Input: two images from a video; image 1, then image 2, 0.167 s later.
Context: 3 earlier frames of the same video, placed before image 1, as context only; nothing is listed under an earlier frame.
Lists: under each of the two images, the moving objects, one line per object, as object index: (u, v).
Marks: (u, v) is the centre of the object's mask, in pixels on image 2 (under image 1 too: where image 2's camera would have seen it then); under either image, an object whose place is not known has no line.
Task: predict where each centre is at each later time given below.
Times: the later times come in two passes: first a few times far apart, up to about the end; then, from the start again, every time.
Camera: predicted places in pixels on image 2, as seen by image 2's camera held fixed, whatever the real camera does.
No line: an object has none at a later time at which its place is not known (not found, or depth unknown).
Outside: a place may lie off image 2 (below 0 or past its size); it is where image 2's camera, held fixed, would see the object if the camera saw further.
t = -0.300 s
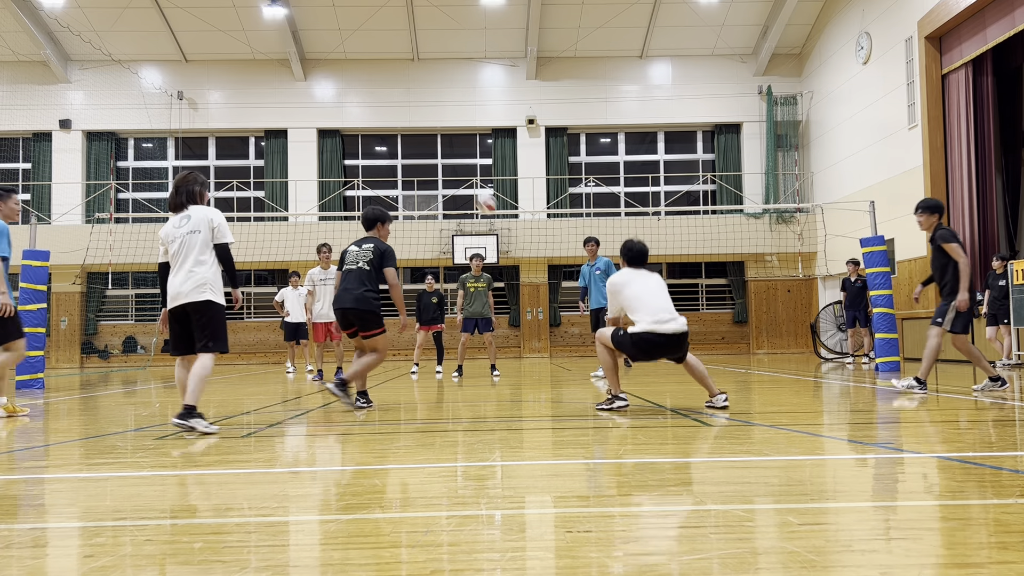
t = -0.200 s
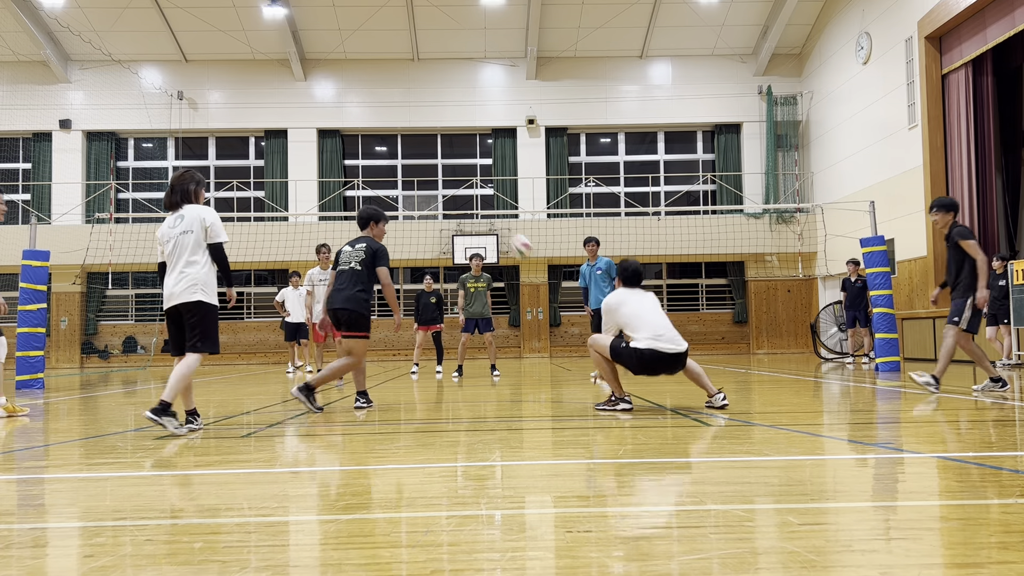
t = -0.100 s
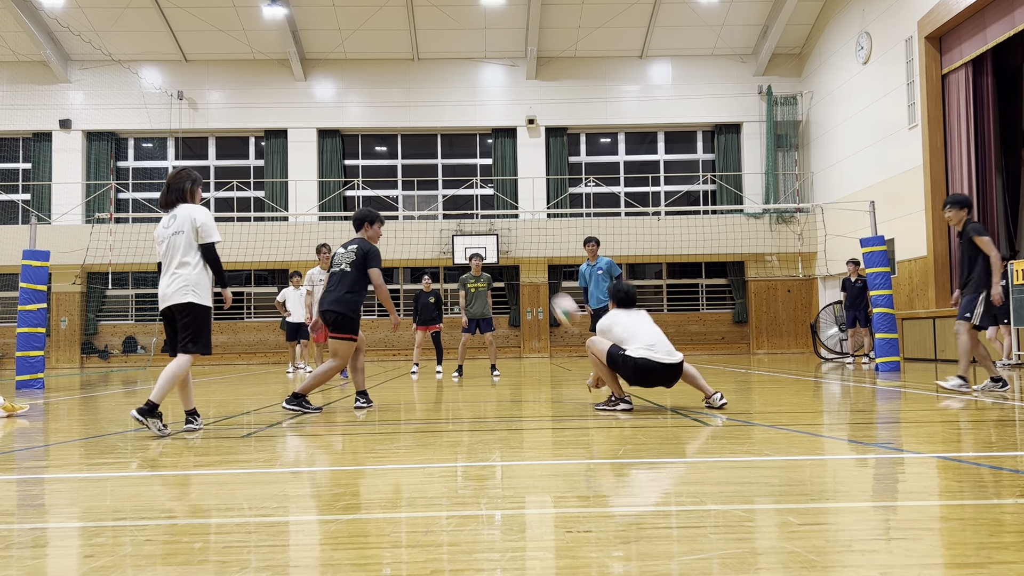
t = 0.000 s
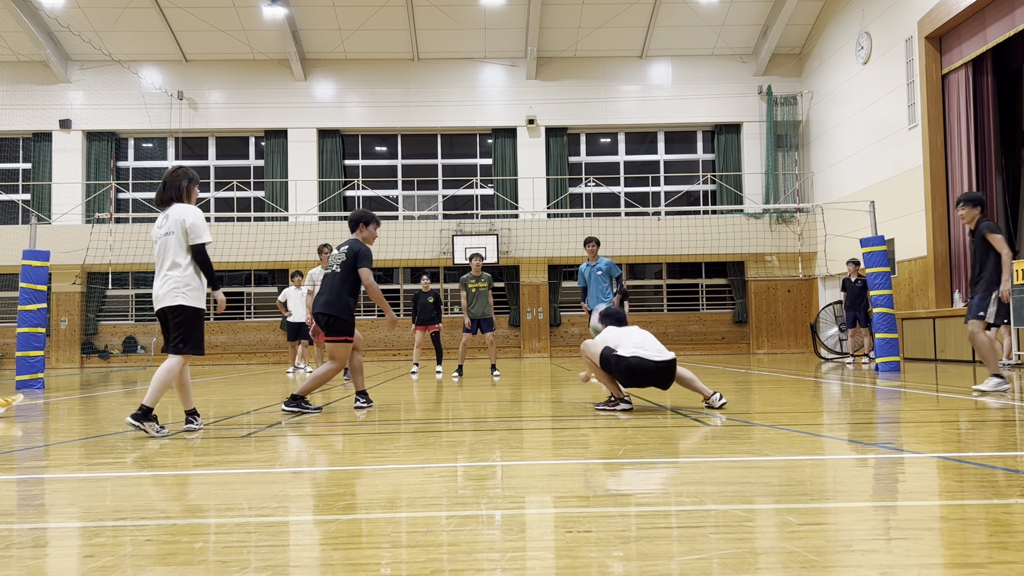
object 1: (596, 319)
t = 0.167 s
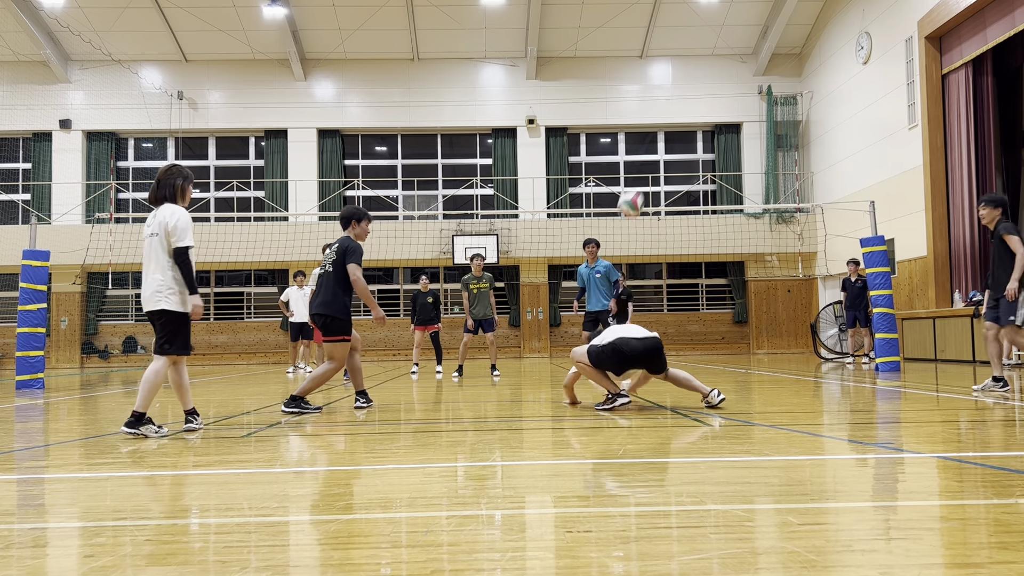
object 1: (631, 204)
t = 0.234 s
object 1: (642, 170)
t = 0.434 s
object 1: (674, 99)
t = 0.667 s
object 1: (711, 77)
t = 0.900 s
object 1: (745, 113)
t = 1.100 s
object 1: (774, 187)
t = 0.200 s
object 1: (636, 186)
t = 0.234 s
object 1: (642, 170)
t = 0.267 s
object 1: (646, 154)
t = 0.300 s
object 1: (652, 139)
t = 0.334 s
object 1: (657, 128)
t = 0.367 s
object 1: (664, 117)
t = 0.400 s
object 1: (669, 107)
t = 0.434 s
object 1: (674, 99)
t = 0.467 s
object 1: (679, 92)
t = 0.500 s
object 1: (685, 86)
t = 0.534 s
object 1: (690, 82)
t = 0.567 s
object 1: (695, 79)
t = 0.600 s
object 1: (700, 77)
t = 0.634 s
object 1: (705, 76)
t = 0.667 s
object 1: (711, 77)
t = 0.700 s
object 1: (715, 79)
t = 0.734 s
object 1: (721, 82)
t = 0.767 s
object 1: (726, 86)
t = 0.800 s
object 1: (731, 91)
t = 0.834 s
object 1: (735, 98)
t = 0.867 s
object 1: (741, 105)
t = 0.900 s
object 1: (745, 113)
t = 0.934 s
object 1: (750, 123)
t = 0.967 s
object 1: (755, 133)
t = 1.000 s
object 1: (760, 144)
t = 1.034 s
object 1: (765, 158)
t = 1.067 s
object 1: (770, 172)
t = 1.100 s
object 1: (774, 187)
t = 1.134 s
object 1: (779, 201)
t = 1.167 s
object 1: (784, 215)
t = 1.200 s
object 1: (788, 235)
